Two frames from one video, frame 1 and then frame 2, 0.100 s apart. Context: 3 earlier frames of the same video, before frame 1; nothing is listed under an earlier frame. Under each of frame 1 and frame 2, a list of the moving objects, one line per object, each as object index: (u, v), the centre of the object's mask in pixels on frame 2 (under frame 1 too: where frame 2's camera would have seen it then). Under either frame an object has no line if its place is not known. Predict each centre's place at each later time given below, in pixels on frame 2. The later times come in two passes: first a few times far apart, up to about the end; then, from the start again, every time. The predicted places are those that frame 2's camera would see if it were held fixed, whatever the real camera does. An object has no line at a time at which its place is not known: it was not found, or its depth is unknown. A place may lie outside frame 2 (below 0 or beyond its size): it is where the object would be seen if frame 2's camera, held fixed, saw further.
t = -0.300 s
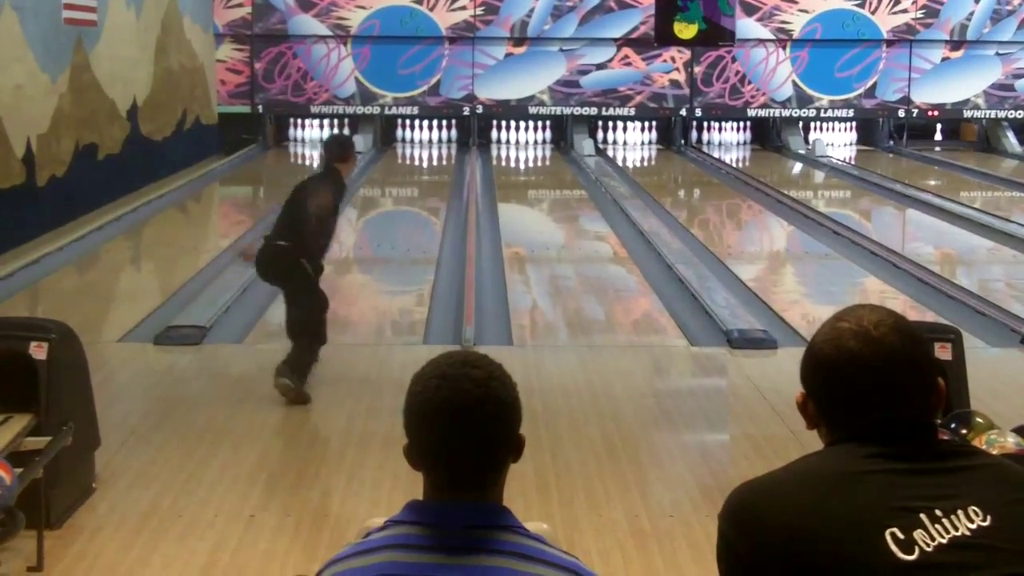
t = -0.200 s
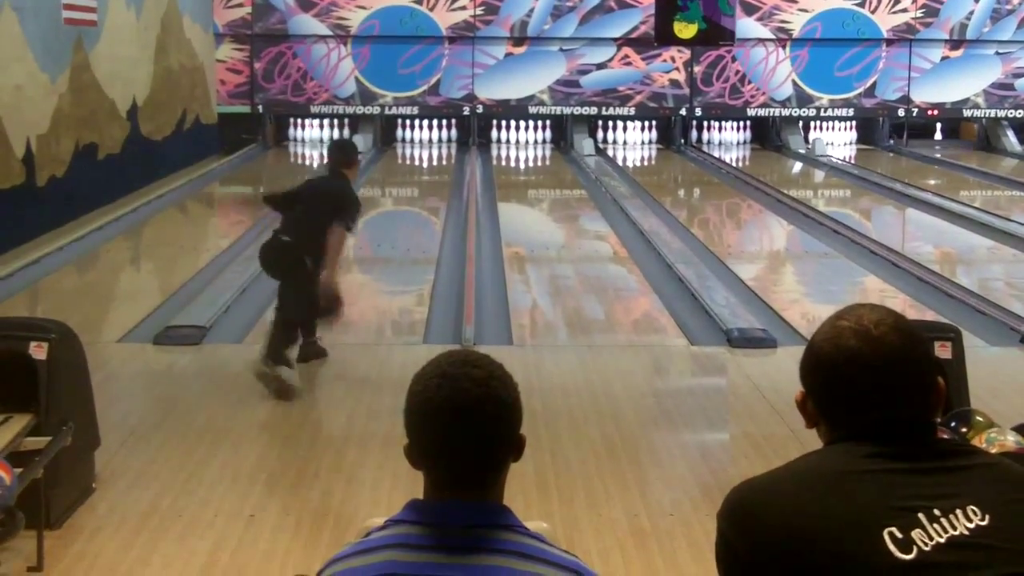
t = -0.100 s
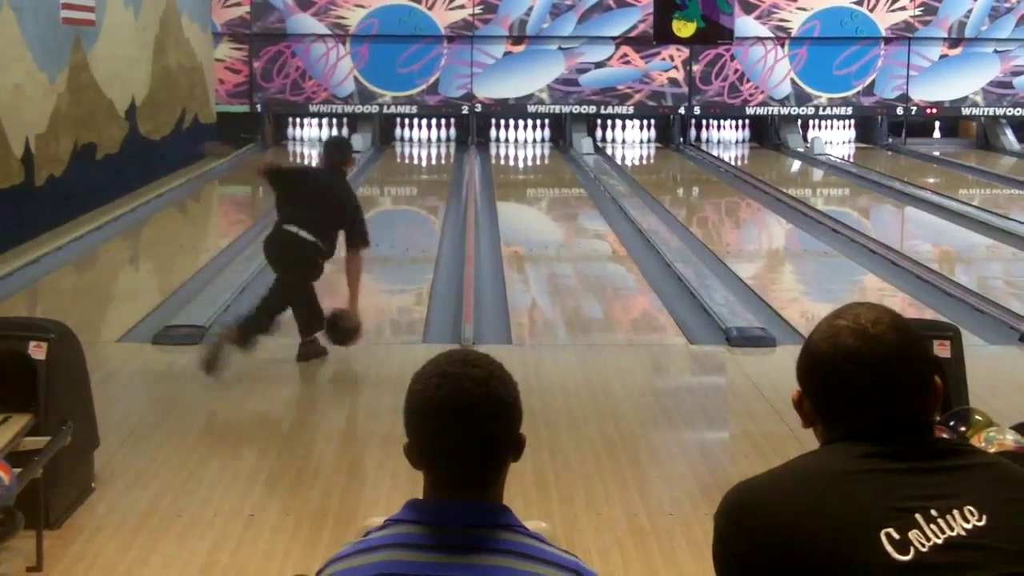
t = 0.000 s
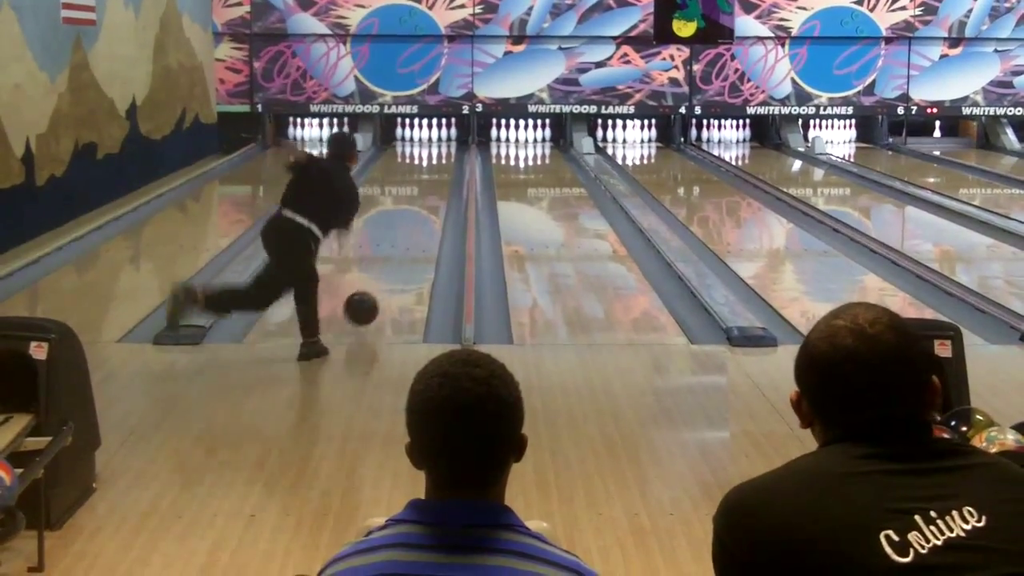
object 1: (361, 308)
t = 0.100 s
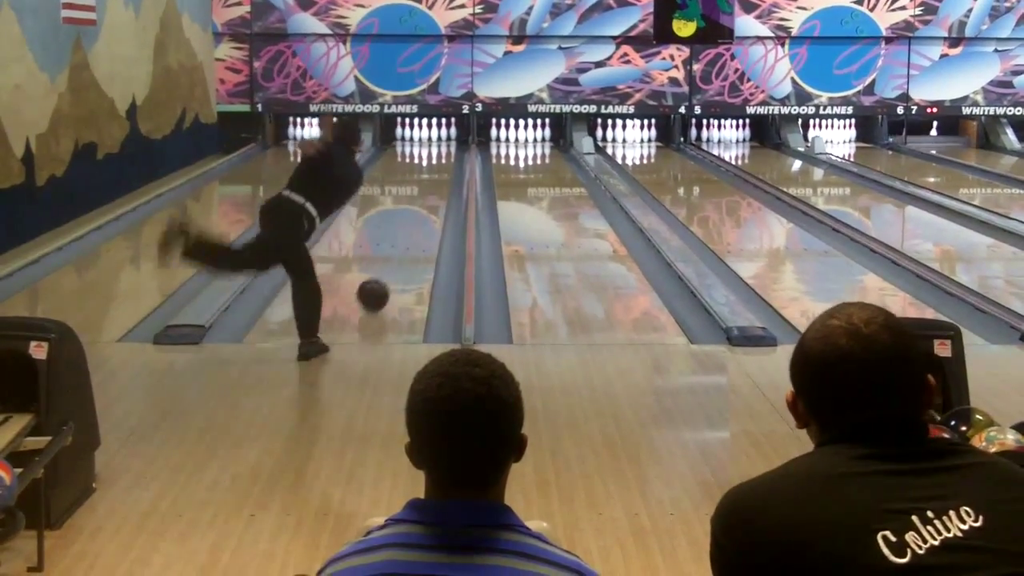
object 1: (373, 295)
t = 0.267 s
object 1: (389, 267)
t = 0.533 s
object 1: (409, 234)
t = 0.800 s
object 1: (423, 209)
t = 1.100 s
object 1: (433, 187)
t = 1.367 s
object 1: (438, 172)
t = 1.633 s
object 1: (441, 160)
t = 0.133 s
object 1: (376, 288)
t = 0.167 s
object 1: (380, 283)
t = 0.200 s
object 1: (383, 278)
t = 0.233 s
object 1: (386, 272)
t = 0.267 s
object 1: (389, 267)
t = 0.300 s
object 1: (392, 262)
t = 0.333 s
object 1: (395, 258)
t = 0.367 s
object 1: (398, 254)
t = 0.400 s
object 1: (400, 249)
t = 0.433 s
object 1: (402, 245)
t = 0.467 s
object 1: (405, 241)
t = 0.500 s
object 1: (407, 237)
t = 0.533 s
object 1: (409, 234)
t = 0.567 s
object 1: (411, 230)
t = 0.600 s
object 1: (413, 227)
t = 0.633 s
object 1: (414, 224)
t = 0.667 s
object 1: (416, 221)
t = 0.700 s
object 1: (418, 218)
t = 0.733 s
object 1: (419, 215)
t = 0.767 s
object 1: (421, 212)
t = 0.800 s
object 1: (423, 209)
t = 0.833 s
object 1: (424, 206)
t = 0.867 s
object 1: (425, 204)
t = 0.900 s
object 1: (427, 201)
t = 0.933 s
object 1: (428, 199)
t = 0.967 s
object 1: (429, 197)
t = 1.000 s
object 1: (430, 194)
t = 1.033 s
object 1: (431, 192)
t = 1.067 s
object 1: (432, 189)
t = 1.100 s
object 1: (433, 187)
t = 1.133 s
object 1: (434, 185)
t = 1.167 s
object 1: (434, 184)
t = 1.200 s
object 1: (435, 182)
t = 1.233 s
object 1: (436, 179)
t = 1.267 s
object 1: (437, 178)
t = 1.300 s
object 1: (437, 176)
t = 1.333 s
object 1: (438, 174)
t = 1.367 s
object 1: (438, 172)
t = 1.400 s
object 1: (439, 170)
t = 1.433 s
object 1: (439, 169)
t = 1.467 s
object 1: (439, 168)
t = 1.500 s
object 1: (440, 166)
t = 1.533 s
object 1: (440, 165)
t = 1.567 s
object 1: (440, 164)
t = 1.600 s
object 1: (440, 162)
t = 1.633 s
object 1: (441, 160)
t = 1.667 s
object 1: (442, 159)
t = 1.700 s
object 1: (442, 158)
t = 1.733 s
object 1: (441, 156)
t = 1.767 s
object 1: (441, 154)
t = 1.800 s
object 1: (440, 153)
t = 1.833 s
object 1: (439, 152)
